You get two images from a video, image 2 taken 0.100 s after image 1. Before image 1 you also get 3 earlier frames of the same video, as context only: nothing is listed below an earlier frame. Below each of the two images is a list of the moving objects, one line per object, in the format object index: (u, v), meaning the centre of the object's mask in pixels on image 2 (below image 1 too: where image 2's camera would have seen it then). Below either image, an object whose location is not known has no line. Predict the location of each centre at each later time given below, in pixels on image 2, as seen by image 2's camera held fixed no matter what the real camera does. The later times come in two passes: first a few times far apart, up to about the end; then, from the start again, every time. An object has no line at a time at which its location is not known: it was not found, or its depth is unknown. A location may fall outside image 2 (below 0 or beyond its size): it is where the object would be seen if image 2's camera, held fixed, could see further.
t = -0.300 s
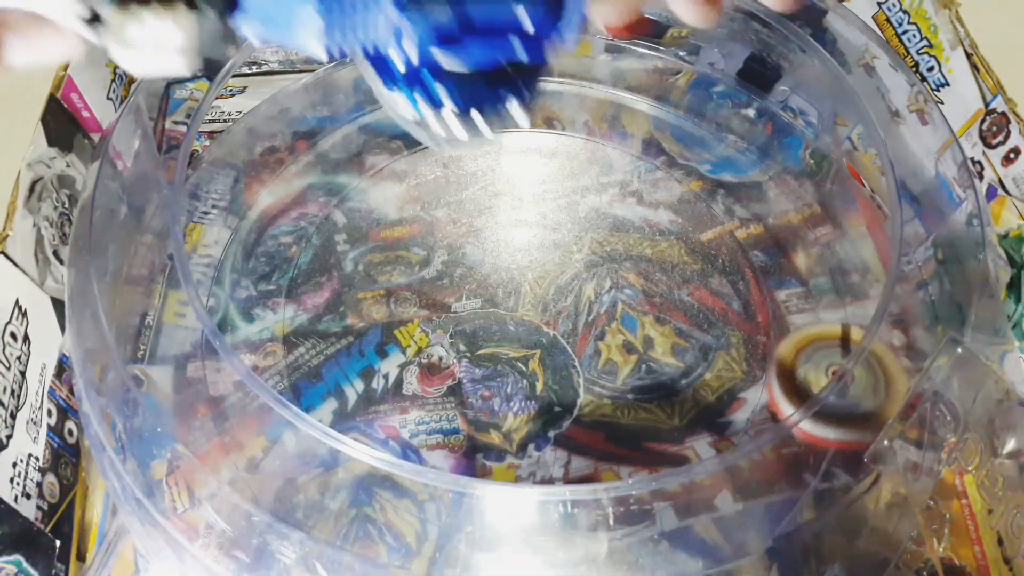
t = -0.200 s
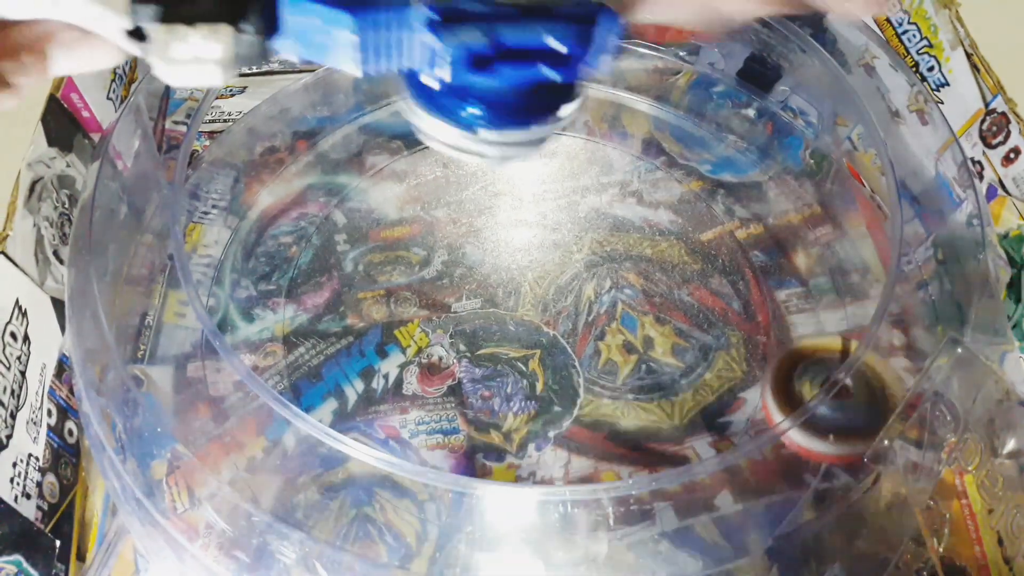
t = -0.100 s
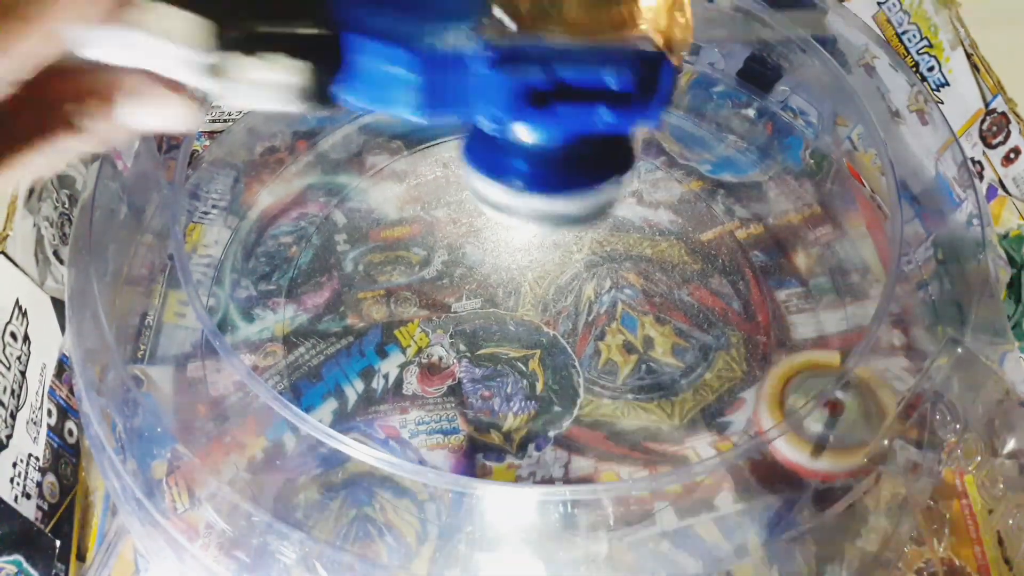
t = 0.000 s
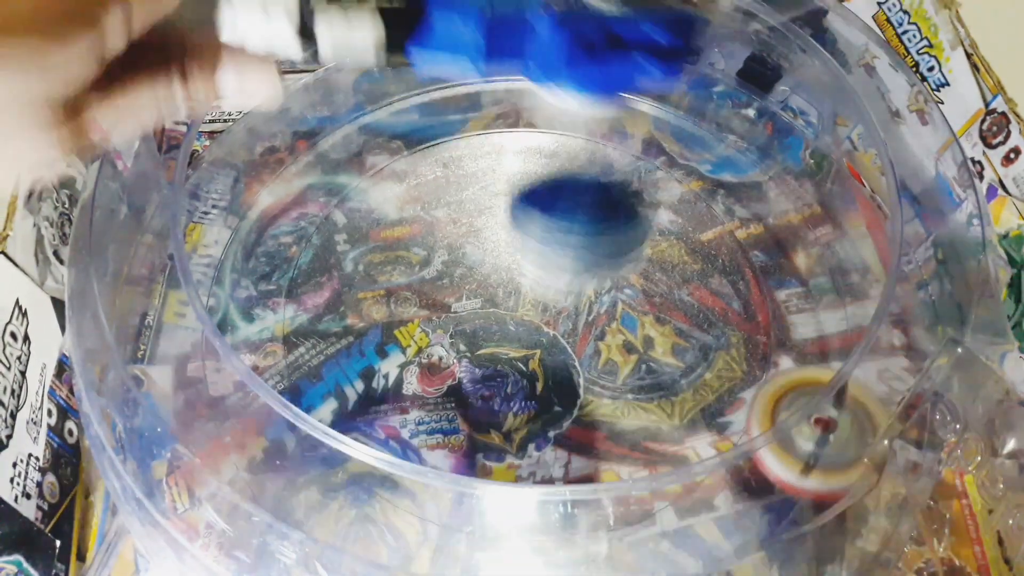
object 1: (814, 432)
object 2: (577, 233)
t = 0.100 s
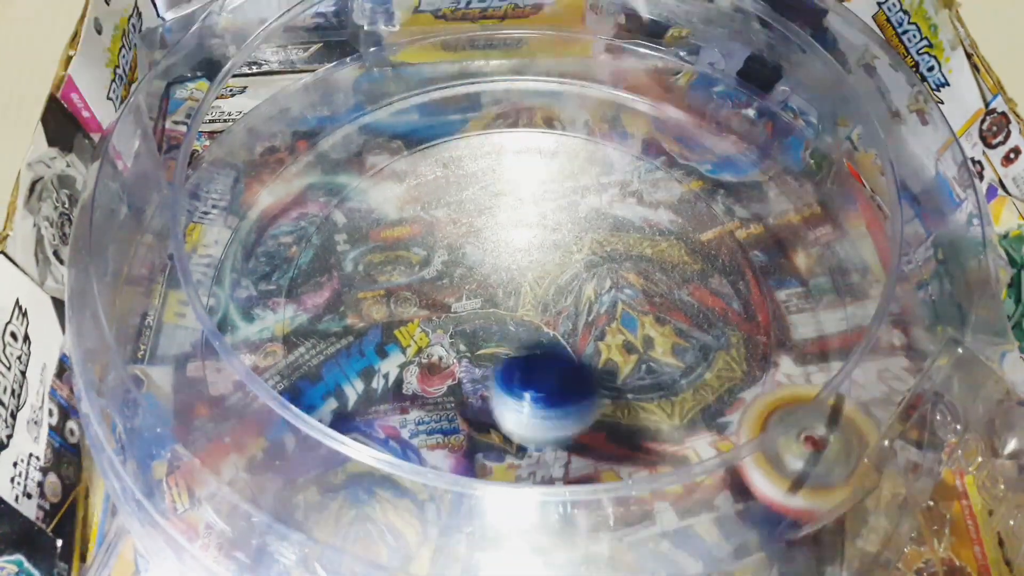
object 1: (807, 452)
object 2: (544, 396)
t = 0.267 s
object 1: (785, 480)
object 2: (555, 307)
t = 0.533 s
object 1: (745, 521)
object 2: (554, 270)
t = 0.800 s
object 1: (692, 535)
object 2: (555, 409)
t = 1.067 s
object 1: (653, 543)
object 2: (518, 447)
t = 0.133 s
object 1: (802, 458)
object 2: (546, 370)
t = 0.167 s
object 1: (799, 463)
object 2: (551, 340)
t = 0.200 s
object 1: (794, 469)
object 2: (555, 325)
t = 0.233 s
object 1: (789, 475)
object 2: (554, 323)
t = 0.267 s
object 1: (785, 480)
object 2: (555, 307)
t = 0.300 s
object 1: (781, 487)
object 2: (558, 287)
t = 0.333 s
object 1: (775, 490)
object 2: (560, 278)
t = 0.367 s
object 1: (770, 496)
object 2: (561, 265)
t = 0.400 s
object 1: (765, 502)
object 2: (562, 258)
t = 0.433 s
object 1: (761, 513)
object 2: (561, 256)
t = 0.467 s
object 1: (754, 516)
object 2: (560, 256)
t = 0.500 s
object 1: (750, 517)
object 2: (557, 261)
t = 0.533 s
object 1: (745, 521)
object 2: (554, 270)
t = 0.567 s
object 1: (741, 523)
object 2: (551, 282)
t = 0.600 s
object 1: (734, 524)
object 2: (547, 297)
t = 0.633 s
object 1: (727, 525)
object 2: (546, 315)
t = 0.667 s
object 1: (721, 527)
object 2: (545, 331)
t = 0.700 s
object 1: (713, 529)
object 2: (547, 356)
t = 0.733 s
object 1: (706, 531)
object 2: (551, 370)
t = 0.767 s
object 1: (699, 533)
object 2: (554, 393)
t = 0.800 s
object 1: (692, 535)
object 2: (555, 409)
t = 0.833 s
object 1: (687, 538)
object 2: (556, 430)
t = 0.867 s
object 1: (683, 539)
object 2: (553, 439)
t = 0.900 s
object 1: (676, 537)
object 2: (550, 445)
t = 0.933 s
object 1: (671, 538)
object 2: (545, 449)
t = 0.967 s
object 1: (665, 539)
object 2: (540, 452)
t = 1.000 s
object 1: (660, 541)
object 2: (532, 452)
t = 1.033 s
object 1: (652, 542)
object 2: (526, 451)
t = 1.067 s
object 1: (653, 543)
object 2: (518, 447)
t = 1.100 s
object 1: (649, 543)
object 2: (511, 441)
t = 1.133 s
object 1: (636, 544)
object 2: (505, 432)
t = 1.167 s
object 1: (633, 544)
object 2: (502, 415)
